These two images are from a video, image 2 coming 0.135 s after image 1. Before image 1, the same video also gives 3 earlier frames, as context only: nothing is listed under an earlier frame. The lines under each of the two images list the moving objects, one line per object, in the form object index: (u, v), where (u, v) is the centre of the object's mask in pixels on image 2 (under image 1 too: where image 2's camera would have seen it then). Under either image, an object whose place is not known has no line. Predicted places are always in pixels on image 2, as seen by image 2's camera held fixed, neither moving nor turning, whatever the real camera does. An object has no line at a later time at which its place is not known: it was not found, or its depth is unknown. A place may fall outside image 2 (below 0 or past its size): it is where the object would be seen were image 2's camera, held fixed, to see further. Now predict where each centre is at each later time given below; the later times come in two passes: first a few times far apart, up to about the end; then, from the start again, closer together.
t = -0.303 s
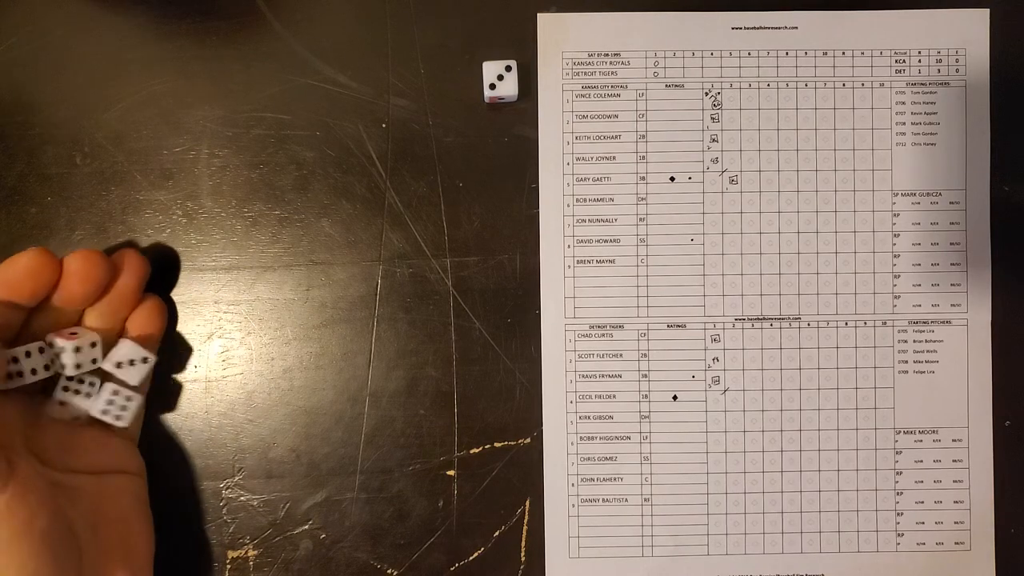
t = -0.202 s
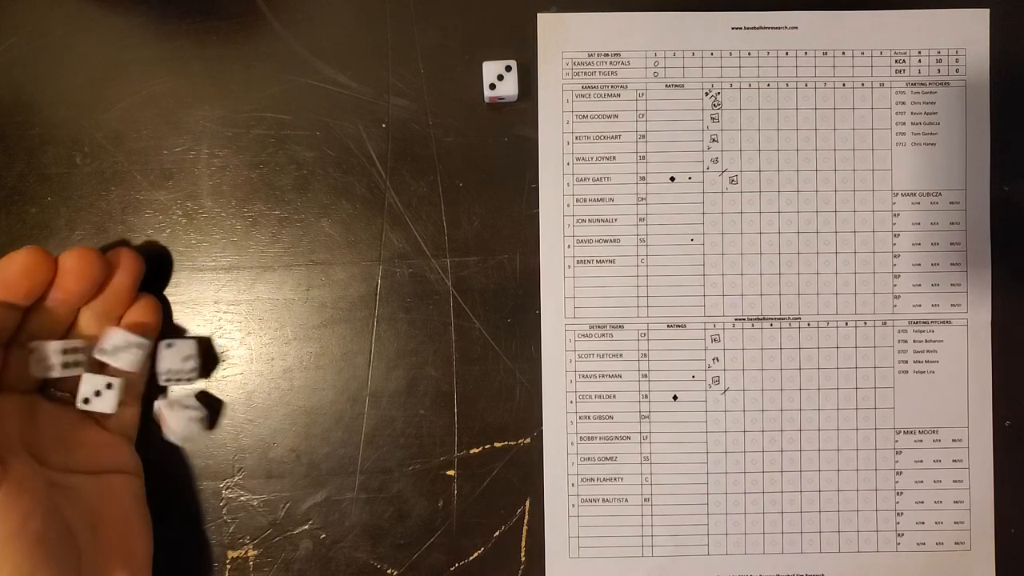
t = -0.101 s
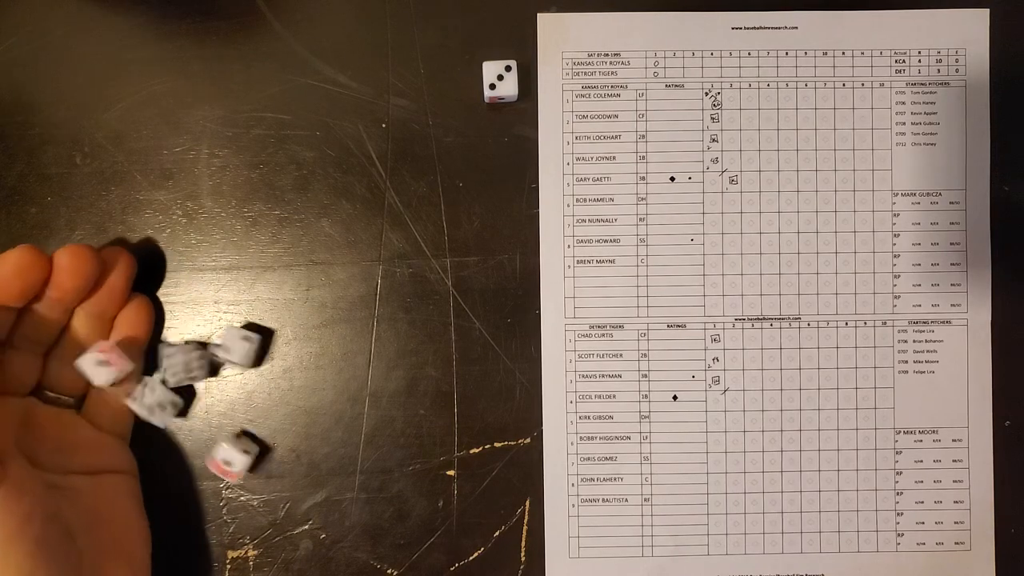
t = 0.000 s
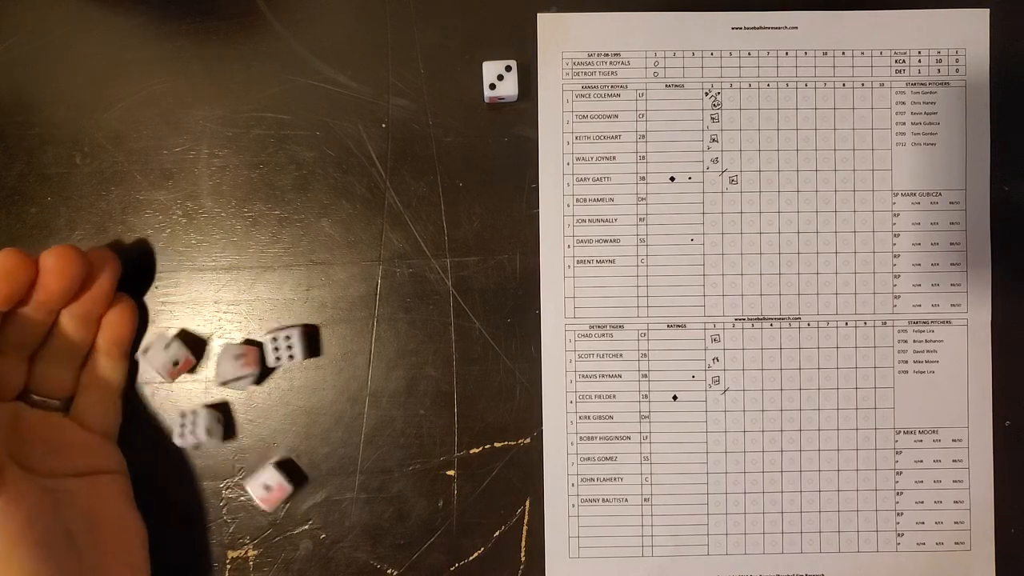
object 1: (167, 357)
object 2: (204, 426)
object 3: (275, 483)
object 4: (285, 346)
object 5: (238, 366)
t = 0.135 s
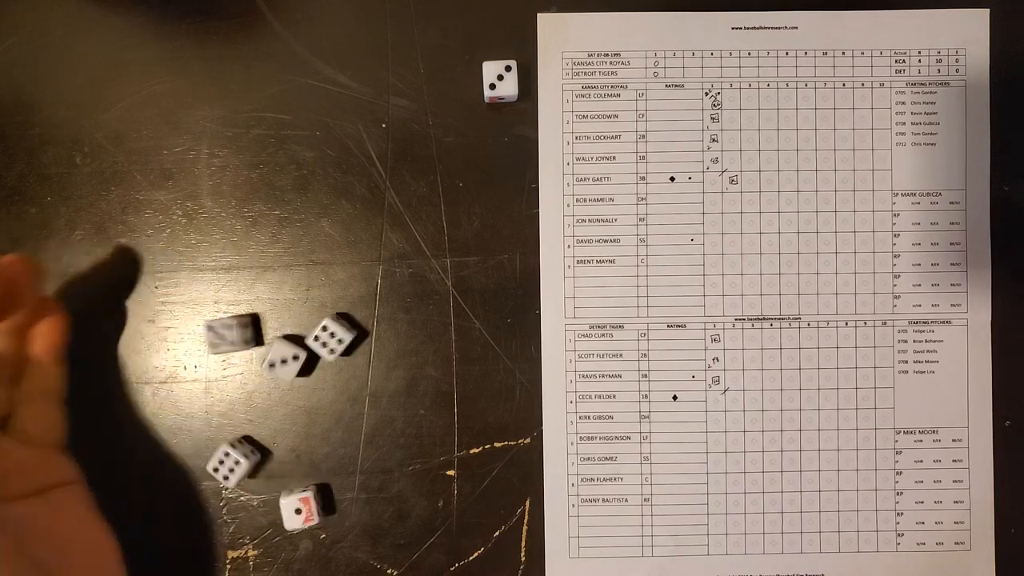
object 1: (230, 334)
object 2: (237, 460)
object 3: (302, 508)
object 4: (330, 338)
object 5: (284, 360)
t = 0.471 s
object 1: (249, 319)
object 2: (253, 479)
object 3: (307, 512)
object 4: (345, 332)
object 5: (307, 349)
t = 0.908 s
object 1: (249, 319)
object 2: (253, 477)
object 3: (307, 512)
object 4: (345, 332)
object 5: (307, 349)
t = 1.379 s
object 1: (249, 320)
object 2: (254, 477)
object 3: (307, 512)
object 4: (345, 333)
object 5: (307, 349)
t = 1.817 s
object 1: (249, 320)
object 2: (255, 477)
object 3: (308, 512)
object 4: (345, 332)
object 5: (307, 349)
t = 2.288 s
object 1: (249, 320)
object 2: (255, 477)
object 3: (308, 512)
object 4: (345, 332)
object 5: (307, 349)
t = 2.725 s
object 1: (249, 320)
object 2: (255, 477)
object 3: (308, 512)
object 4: (345, 333)
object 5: (307, 349)
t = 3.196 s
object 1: (249, 320)
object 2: (255, 477)
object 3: (308, 512)
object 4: (345, 333)
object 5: (307, 349)
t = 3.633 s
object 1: (249, 320)
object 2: (254, 477)
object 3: (308, 512)
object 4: (345, 332)
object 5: (307, 349)
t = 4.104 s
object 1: (249, 320)
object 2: (253, 477)
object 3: (308, 512)
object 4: (345, 332)
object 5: (307, 349)
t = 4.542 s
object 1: (249, 319)
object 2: (255, 477)
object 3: (308, 512)
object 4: (345, 333)
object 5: (308, 349)
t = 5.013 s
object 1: (249, 320)
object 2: (255, 477)
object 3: (308, 513)
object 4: (345, 333)
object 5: (308, 349)
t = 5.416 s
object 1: (249, 320)
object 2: (255, 478)
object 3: (308, 513)
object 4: (345, 333)
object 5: (308, 349)
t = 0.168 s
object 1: (242, 330)
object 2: (241, 466)
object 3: (305, 510)
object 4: (337, 336)
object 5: (289, 356)
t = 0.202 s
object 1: (253, 326)
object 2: (249, 471)
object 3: (307, 512)
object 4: (341, 334)
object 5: (293, 355)
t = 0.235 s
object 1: (259, 322)
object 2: (251, 475)
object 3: (307, 512)
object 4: (344, 332)
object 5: (297, 350)
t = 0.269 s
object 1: (258, 317)
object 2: (253, 478)
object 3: (307, 512)
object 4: (345, 332)
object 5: (307, 349)
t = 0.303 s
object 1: (256, 315)
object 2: (254, 477)
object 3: (307, 512)
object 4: (345, 332)
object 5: (307, 349)
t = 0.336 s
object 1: (255, 314)
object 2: (254, 477)
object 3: (307, 512)
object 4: (345, 332)
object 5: (307, 349)
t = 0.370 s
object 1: (252, 315)
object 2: (253, 477)
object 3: (307, 512)
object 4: (345, 332)
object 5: (307, 349)
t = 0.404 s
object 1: (250, 317)
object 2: (253, 477)
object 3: (307, 512)
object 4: (345, 332)
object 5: (307, 349)
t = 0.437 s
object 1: (250, 319)
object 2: (254, 478)
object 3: (307, 512)
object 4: (345, 332)
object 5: (307, 349)
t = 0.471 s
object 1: (249, 319)
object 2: (253, 479)
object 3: (307, 512)
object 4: (345, 332)
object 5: (307, 349)
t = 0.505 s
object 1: (249, 319)
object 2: (251, 480)
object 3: (307, 512)
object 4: (345, 332)
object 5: (307, 349)
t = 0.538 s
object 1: (249, 319)
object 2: (253, 478)
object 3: (308, 513)
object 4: (345, 332)
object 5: (307, 349)
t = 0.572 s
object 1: (249, 319)
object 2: (255, 477)
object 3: (308, 512)
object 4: (345, 332)
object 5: (307, 349)
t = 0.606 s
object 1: (249, 319)
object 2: (255, 477)
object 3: (308, 512)
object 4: (345, 332)
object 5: (307, 349)
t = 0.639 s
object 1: (249, 319)
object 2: (255, 477)
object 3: (307, 512)
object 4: (345, 332)
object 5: (307, 349)
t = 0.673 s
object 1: (249, 319)
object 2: (255, 477)
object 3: (307, 512)
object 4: (345, 332)
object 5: (307, 349)
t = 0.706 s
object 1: (249, 319)
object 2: (255, 477)
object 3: (307, 512)
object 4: (345, 332)
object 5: (307, 349)
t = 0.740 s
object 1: (249, 319)
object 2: (255, 477)
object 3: (307, 512)
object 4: (345, 332)
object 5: (307, 349)
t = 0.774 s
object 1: (249, 319)
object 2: (255, 477)
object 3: (307, 512)
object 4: (345, 332)
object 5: (307, 349)
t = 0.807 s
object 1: (249, 319)
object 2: (255, 477)
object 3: (308, 512)
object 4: (345, 332)
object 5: (307, 349)
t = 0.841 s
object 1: (249, 319)
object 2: (255, 477)
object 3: (307, 512)
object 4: (345, 332)
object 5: (307, 349)
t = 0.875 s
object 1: (249, 319)
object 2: (253, 477)
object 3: (307, 512)
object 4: (345, 332)
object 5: (307, 349)
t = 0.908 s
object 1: (249, 319)
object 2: (253, 477)
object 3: (307, 512)
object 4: (345, 332)
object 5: (307, 349)
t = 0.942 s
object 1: (249, 319)
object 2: (255, 477)
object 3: (307, 512)
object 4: (345, 332)
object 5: (307, 349)
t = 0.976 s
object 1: (249, 320)
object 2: (254, 477)
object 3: (308, 512)
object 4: (345, 332)
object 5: (307, 349)
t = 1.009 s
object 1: (249, 319)
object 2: (254, 477)
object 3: (307, 512)
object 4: (345, 332)
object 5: (307, 349)
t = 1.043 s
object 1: (249, 319)
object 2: (253, 477)
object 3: (307, 512)
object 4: (345, 332)
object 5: (307, 349)
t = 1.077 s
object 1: (249, 320)
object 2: (253, 477)
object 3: (307, 512)
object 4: (345, 332)
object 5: (307, 349)
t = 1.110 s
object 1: (249, 319)
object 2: (253, 477)
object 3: (307, 512)
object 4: (345, 332)
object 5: (307, 349)
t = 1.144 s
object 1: (249, 320)
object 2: (253, 477)
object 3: (307, 512)
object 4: (345, 332)
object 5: (307, 349)
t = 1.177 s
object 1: (249, 320)
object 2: (254, 477)
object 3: (307, 512)
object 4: (345, 332)
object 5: (307, 349)
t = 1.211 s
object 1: (249, 320)
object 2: (253, 477)
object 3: (307, 512)
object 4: (345, 332)
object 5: (307, 349)
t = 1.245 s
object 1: (249, 320)
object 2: (253, 477)
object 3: (307, 512)
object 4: (345, 332)
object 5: (307, 349)
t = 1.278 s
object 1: (249, 320)
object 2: (255, 477)
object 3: (308, 512)
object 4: (345, 332)
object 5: (307, 349)
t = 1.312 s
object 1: (249, 319)
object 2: (255, 477)
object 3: (308, 512)
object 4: (345, 332)
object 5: (307, 349)
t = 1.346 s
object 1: (249, 319)
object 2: (255, 477)
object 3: (307, 512)
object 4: (345, 332)
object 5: (307, 349)
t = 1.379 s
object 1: (249, 320)
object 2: (254, 477)
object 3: (307, 512)
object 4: (345, 333)
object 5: (307, 349)
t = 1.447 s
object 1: (249, 319)
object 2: (255, 477)
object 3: (308, 512)
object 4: (345, 332)
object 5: (307, 349)
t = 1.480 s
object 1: (249, 319)
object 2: (255, 477)
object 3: (308, 512)
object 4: (345, 332)
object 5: (307, 349)
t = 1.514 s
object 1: (249, 319)
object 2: (255, 477)
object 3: (308, 512)
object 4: (345, 332)
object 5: (307, 349)
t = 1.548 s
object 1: (249, 320)
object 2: (255, 477)
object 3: (308, 512)
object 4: (345, 332)
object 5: (307, 349)
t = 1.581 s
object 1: (249, 320)
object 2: (255, 477)
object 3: (308, 512)
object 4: (345, 332)
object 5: (307, 349)
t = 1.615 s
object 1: (249, 320)
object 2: (255, 477)
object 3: (308, 512)
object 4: (345, 332)
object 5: (307, 349)
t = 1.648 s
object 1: (249, 319)
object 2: (255, 477)
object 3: (308, 512)
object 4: (345, 332)
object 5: (307, 349)
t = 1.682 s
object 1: (249, 319)
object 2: (255, 477)
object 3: (308, 512)
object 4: (345, 332)
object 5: (307, 349)
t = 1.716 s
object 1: (249, 320)
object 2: (255, 477)
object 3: (308, 512)
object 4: (345, 332)
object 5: (307, 349)
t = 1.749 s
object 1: (249, 320)
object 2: (253, 477)
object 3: (308, 512)
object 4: (345, 332)
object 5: (307, 349)
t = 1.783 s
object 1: (249, 320)
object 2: (255, 477)
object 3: (308, 512)
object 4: (345, 332)
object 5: (307, 349)
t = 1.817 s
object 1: (249, 320)
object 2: (255, 477)
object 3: (308, 512)
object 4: (345, 332)
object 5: (307, 349)
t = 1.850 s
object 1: (249, 320)
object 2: (255, 477)
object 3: (308, 512)
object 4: (345, 332)
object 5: (307, 349)
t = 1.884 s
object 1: (249, 320)
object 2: (255, 477)
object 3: (308, 512)
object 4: (345, 332)
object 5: (307, 349)
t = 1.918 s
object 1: (249, 320)
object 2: (255, 477)
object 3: (308, 512)
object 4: (345, 332)
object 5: (307, 349)
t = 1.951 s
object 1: (249, 320)
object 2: (255, 477)
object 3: (308, 512)
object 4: (345, 332)
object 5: (307, 349)
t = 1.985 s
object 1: (249, 320)
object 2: (255, 477)
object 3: (308, 512)
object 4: (345, 332)
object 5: (307, 349)
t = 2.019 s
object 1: (249, 320)
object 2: (255, 477)
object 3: (308, 512)
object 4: (345, 332)
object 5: (307, 349)
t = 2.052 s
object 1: (249, 320)
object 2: (253, 477)
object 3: (308, 512)
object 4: (345, 332)
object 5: (307, 349)
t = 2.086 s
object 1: (249, 320)
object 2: (255, 477)
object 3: (308, 512)
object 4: (345, 332)
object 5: (307, 349)
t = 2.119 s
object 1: (249, 320)
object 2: (255, 477)
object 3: (308, 512)
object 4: (345, 332)
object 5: (307, 349)
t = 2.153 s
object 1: (249, 320)
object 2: (255, 477)
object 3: (308, 512)
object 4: (345, 332)
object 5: (307, 349)
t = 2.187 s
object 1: (249, 320)
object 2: (255, 477)
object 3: (308, 512)
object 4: (345, 332)
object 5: (307, 349)
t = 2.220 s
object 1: (249, 320)
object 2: (255, 477)
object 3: (308, 512)
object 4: (345, 332)
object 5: (307, 349)
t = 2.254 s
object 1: (249, 320)
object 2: (255, 477)
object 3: (308, 512)
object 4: (345, 332)
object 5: (307, 349)
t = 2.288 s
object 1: (249, 320)
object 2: (255, 477)
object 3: (308, 512)
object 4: (345, 332)
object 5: (307, 349)
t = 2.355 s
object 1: (249, 320)
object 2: (255, 477)
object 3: (308, 512)
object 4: (345, 332)
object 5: (307, 349)
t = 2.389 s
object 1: (249, 320)
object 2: (255, 477)
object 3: (308, 512)
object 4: (345, 332)
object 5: (307, 349)
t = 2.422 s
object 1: (249, 320)
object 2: (255, 477)
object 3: (308, 512)
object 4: (345, 332)
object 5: (307, 349)
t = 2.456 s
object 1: (249, 320)
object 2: (255, 477)
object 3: (308, 512)
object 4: (345, 332)
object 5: (307, 349)
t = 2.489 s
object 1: (249, 320)
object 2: (255, 477)
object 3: (308, 512)
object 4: (345, 332)
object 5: (307, 349)
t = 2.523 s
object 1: (249, 320)
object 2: (255, 477)
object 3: (308, 512)
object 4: (345, 332)
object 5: (307, 349)
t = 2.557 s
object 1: (249, 320)
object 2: (255, 477)
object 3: (308, 512)
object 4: (345, 333)
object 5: (307, 349)
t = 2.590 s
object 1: (249, 320)
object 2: (255, 477)
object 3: (308, 512)
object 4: (345, 333)
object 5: (307, 349)
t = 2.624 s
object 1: (249, 320)
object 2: (255, 477)
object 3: (308, 512)
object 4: (345, 332)
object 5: (307, 349)
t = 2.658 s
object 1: (249, 320)
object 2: (255, 477)
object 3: (308, 512)
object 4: (345, 333)
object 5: (307, 349)
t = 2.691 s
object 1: (249, 320)
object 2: (255, 477)
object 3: (308, 512)
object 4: (345, 332)
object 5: (307, 349)
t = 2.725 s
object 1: (249, 320)
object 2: (255, 477)
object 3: (308, 512)
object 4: (345, 333)
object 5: (307, 349)
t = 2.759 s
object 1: (249, 320)
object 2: (255, 477)
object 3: (308, 512)
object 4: (345, 332)
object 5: (307, 349)
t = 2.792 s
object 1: (249, 320)
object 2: (255, 477)
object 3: (308, 512)
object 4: (345, 333)
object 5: (307, 349)
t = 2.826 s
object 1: (249, 320)
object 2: (253, 477)
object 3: (308, 512)
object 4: (345, 333)
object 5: (307, 349)
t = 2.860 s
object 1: (249, 320)
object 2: (255, 477)
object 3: (308, 512)
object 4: (345, 333)
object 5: (307, 349)
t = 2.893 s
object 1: (249, 320)
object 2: (253, 477)
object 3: (308, 512)
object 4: (345, 332)
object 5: (307, 349)
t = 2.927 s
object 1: (249, 320)
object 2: (253, 477)
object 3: (308, 512)
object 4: (345, 332)
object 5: (307, 349)
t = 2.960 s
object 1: (249, 320)
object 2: (255, 477)
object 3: (308, 512)
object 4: (345, 332)
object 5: (307, 349)
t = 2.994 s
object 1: (249, 320)
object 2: (255, 477)
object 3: (308, 512)
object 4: (345, 332)
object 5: (307, 349)
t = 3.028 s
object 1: (249, 320)
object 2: (255, 477)
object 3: (308, 512)
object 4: (345, 332)
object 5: (307, 349)
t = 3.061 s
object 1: (249, 320)
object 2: (255, 477)
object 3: (308, 512)
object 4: (345, 333)
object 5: (307, 349)
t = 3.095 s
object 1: (249, 320)
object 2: (255, 477)
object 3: (308, 512)
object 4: (345, 332)
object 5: (307, 349)
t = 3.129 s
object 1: (249, 320)
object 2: (253, 477)
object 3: (308, 512)
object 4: (345, 333)
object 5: (307, 349)
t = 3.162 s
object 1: (249, 320)
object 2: (255, 477)
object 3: (308, 512)
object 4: (345, 333)
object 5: (307, 349)
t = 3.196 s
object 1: (249, 320)
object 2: (255, 477)
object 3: (308, 512)
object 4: (345, 333)
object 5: (307, 349)
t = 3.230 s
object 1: (249, 320)
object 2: (255, 477)
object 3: (308, 512)
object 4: (345, 333)
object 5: (307, 349)
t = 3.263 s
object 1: (249, 320)
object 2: (253, 477)
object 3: (308, 512)
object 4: (345, 333)
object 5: (307, 349)
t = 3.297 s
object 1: (249, 320)
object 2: (253, 477)
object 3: (308, 512)
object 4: (345, 332)
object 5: (307, 349)
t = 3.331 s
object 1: (249, 320)
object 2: (253, 477)
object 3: (308, 512)
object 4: (345, 332)
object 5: (307, 349)
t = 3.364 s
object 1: (249, 320)
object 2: (253, 477)
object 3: (308, 512)
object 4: (345, 333)
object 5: (307, 349)
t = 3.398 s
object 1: (249, 320)
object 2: (253, 477)
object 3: (308, 512)
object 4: (345, 333)
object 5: (307, 349)
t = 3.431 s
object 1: (249, 320)
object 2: (253, 477)
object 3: (308, 512)
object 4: (345, 332)
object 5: (307, 349)
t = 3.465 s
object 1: (249, 320)
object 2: (253, 477)
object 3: (308, 512)
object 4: (345, 332)
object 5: (307, 349)
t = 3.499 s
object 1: (249, 320)
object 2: (253, 477)
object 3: (308, 512)
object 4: (345, 332)
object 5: (307, 349)
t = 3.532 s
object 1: (249, 320)
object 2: (253, 477)
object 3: (308, 512)
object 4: (345, 332)
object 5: (307, 349)
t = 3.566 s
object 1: (249, 320)
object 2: (253, 477)
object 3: (308, 512)
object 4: (345, 332)
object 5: (307, 349)
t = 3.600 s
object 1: (249, 320)
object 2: (255, 477)
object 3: (308, 512)
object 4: (345, 332)
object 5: (307, 349)
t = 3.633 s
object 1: (249, 320)
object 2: (254, 477)
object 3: (308, 512)
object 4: (345, 332)
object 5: (307, 349)
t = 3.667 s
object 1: (249, 320)
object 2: (255, 477)
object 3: (308, 512)
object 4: (345, 333)
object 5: (307, 349)
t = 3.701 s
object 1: (249, 320)
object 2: (254, 477)
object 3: (308, 512)
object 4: (345, 332)
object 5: (307, 349)
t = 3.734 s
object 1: (249, 320)
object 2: (254, 477)
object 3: (308, 512)
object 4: (345, 333)
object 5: (307, 349)
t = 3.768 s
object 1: (249, 320)
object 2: (254, 477)
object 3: (308, 512)
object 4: (345, 333)
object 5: (307, 349)
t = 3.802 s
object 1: (249, 320)
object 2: (254, 477)
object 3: (308, 512)
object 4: (345, 333)
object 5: (307, 349)
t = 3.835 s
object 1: (249, 320)
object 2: (253, 477)
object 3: (308, 512)
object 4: (345, 333)
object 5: (307, 349)
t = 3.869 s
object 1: (249, 320)
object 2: (253, 477)
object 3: (308, 512)
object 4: (345, 333)
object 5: (307, 349)
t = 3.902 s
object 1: (249, 320)
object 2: (253, 477)
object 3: (308, 512)
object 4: (345, 333)
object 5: (307, 349)
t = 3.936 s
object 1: (249, 320)
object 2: (254, 477)
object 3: (308, 512)
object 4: (345, 332)
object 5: (307, 349)
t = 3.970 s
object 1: (249, 320)
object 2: (253, 477)
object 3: (308, 512)
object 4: (345, 332)
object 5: (307, 349)
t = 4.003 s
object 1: (249, 320)
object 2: (254, 477)
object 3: (308, 512)
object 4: (345, 332)
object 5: (307, 349)
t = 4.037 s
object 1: (249, 320)
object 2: (254, 477)
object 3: (308, 512)
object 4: (345, 333)
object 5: (307, 349)
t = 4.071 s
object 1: (249, 320)
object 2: (255, 477)
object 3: (308, 512)
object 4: (345, 332)
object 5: (307, 349)
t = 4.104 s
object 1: (249, 320)
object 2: (253, 477)
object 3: (308, 512)
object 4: (345, 332)
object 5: (307, 349)
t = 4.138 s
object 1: (249, 320)
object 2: (255, 477)
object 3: (308, 512)
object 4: (345, 333)
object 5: (307, 349)
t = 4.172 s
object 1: (249, 320)
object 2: (254, 477)
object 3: (308, 512)
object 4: (345, 333)
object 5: (307, 349)
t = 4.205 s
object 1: (249, 320)
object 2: (254, 477)
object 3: (308, 512)
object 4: (345, 333)
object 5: (307, 349)
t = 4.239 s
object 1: (249, 320)
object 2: (253, 477)
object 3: (308, 512)
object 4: (345, 333)
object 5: (307, 349)
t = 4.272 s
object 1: (249, 320)
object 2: (255, 477)
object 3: (308, 512)
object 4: (345, 333)
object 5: (307, 349)
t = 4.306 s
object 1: (249, 320)
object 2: (255, 477)
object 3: (308, 512)
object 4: (345, 332)
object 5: (307, 349)
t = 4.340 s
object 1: (249, 320)
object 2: (254, 477)
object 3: (308, 512)
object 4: (345, 333)
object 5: (307, 349)
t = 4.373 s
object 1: (249, 320)
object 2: (255, 477)
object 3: (308, 512)
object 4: (345, 333)
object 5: (307, 349)
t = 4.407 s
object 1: (249, 320)
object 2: (253, 477)
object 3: (308, 512)
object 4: (345, 333)
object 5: (308, 349)
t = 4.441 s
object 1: (249, 320)
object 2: (255, 477)
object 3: (308, 512)
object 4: (345, 333)
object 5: (308, 349)
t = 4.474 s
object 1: (249, 320)
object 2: (255, 477)
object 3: (308, 512)
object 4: (345, 333)
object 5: (308, 349)
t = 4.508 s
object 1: (249, 320)
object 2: (255, 477)
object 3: (308, 512)
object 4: (345, 333)
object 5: (308, 349)
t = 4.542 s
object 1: (249, 319)
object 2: (255, 477)
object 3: (308, 512)
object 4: (345, 333)
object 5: (308, 349)
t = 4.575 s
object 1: (249, 320)
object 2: (253, 477)
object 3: (308, 512)
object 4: (345, 333)
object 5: (308, 349)
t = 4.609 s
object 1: (249, 320)
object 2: (255, 477)
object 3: (308, 512)
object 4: (345, 333)
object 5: (308, 349)
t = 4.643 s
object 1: (249, 320)
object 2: (255, 477)
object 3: (308, 513)
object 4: (345, 333)
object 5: (308, 349)
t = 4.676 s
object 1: (249, 320)
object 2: (255, 477)
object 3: (308, 513)
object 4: (345, 333)
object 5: (308, 349)
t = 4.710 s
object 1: (249, 320)
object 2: (255, 477)
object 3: (308, 512)
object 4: (345, 333)
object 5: (308, 349)
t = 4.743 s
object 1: (249, 320)
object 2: (255, 477)
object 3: (308, 513)
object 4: (345, 333)
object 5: (308, 349)
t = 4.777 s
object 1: (249, 320)
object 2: (255, 477)
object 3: (308, 513)
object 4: (345, 333)
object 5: (308, 349)
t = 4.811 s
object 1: (249, 320)
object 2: (255, 477)
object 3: (308, 513)
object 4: (345, 333)
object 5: (308, 349)
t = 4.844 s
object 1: (249, 320)
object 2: (255, 477)
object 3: (308, 513)
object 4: (345, 333)
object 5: (308, 349)
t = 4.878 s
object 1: (249, 320)
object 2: (255, 477)
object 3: (308, 513)
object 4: (345, 333)
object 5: (308, 349)
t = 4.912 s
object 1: (249, 320)
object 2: (255, 477)
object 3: (308, 513)
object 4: (345, 333)
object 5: (308, 349)
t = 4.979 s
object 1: (249, 320)
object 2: (255, 477)
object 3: (308, 513)
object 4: (345, 333)
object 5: (308, 349)
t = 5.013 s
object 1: (249, 320)
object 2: (255, 477)
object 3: (308, 513)
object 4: (345, 333)
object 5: (308, 349)
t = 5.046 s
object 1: (249, 320)
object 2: (255, 477)
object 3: (308, 513)
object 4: (345, 333)
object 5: (308, 349)
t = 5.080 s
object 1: (249, 320)
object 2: (255, 477)
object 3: (308, 513)
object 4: (345, 333)
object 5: (308, 349)
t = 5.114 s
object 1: (249, 319)
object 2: (255, 477)
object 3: (307, 513)
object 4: (345, 333)
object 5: (308, 349)
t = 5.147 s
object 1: (249, 319)
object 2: (255, 477)
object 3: (308, 513)
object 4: (345, 333)
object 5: (308, 349)
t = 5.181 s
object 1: (249, 319)
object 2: (255, 477)
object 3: (307, 513)
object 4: (345, 333)
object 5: (308, 349)
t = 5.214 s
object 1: (249, 320)
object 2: (255, 477)
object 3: (308, 513)
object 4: (345, 333)
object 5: (308, 349)
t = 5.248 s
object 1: (249, 320)
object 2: (255, 477)
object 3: (308, 513)
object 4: (345, 333)
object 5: (308, 349)
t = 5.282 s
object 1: (249, 320)
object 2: (255, 477)
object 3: (308, 513)
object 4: (345, 333)
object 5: (308, 349)
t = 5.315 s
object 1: (249, 320)
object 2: (255, 477)
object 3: (308, 513)
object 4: (345, 333)
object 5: (308, 349)
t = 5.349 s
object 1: (249, 320)
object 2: (255, 477)
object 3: (308, 513)
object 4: (345, 333)
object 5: (308, 349)
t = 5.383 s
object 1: (249, 320)
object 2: (255, 477)
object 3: (308, 513)
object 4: (345, 333)
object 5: (308, 349)
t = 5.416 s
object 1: (249, 320)
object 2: (255, 478)
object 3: (308, 513)
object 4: (345, 333)
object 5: (308, 349)
